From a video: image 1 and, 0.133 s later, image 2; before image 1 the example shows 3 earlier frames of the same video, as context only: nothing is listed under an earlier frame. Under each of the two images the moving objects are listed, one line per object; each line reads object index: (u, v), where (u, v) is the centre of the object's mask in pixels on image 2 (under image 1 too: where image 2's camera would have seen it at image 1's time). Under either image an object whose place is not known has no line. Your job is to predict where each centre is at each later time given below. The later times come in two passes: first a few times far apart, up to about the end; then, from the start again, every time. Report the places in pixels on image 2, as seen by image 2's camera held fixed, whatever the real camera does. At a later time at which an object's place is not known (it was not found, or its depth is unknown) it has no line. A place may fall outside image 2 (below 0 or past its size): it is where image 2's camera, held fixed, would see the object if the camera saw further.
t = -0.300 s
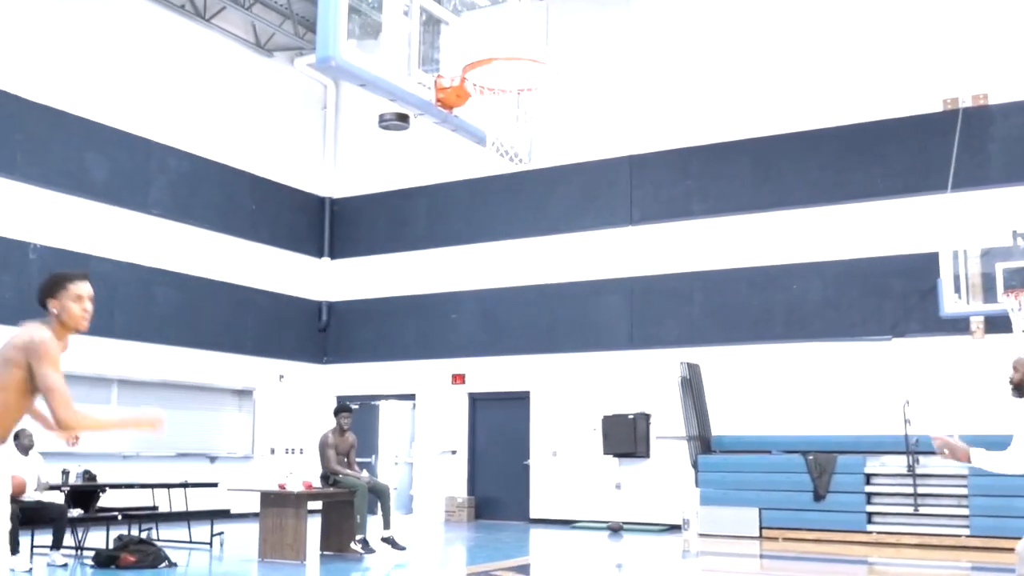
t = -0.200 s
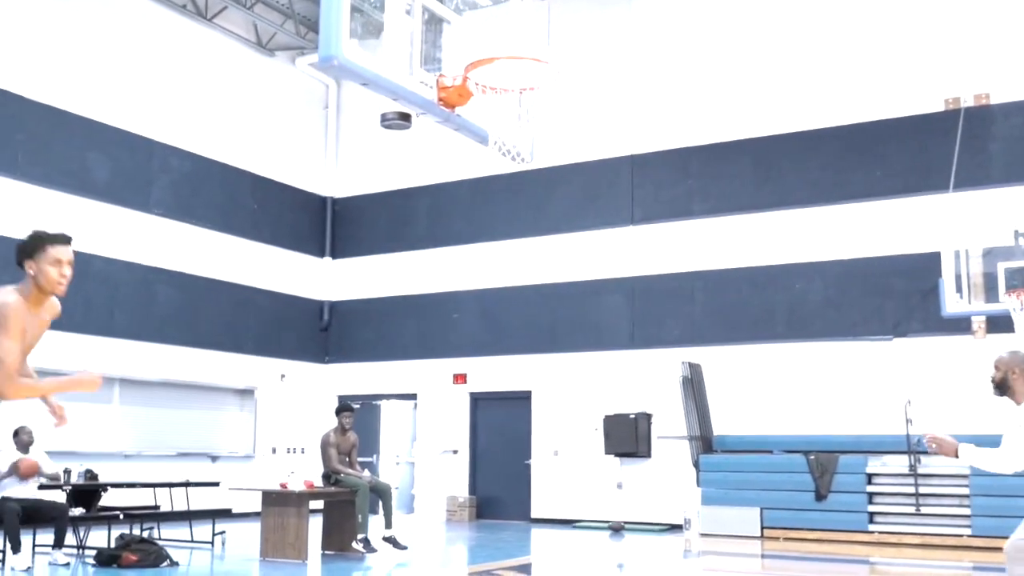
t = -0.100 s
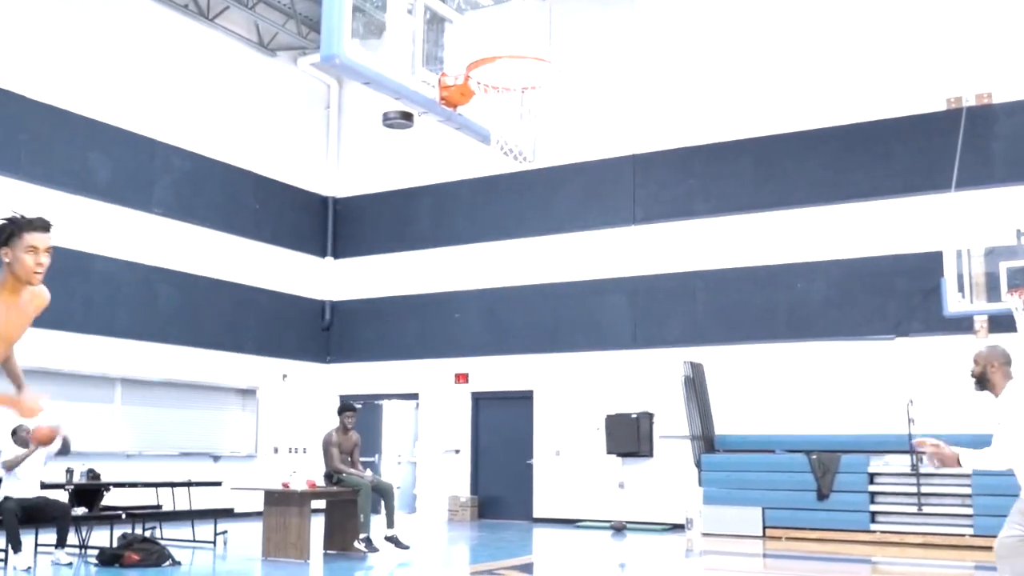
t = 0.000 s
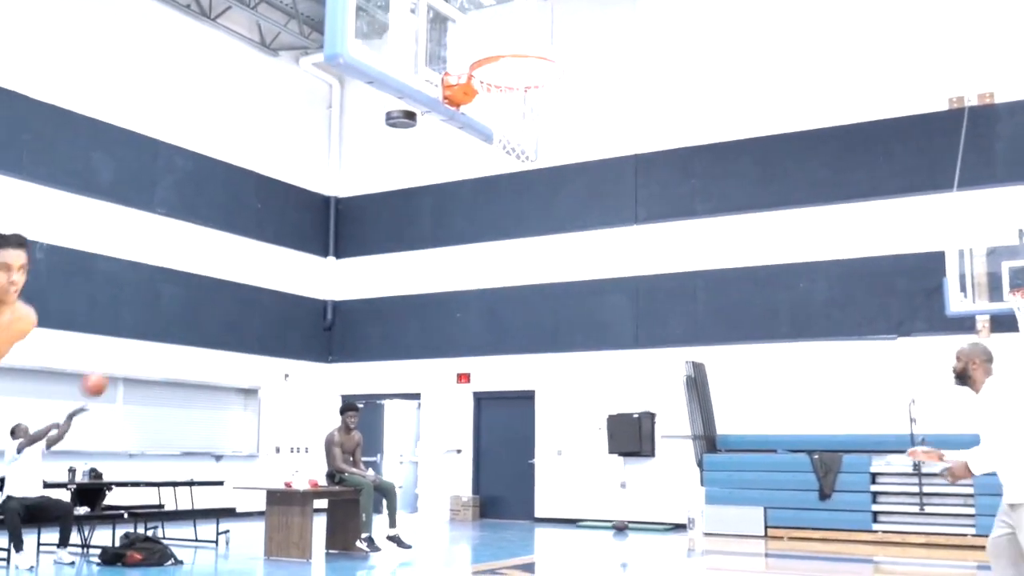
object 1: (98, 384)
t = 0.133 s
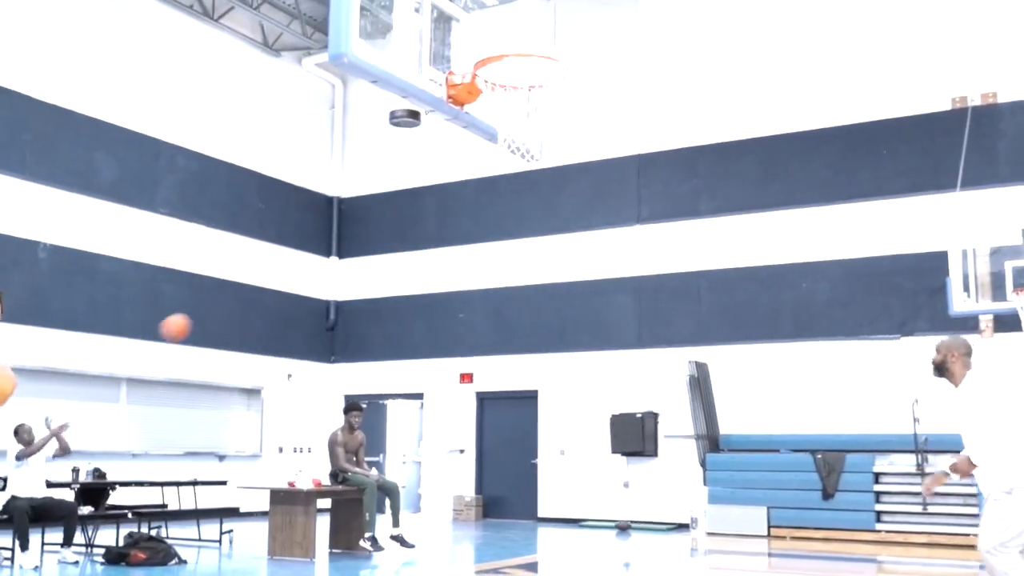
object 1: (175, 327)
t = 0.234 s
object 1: (237, 295)
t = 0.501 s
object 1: (424, 252)
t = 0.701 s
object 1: (591, 284)
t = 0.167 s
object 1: (195, 314)
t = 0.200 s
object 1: (216, 305)
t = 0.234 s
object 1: (237, 295)
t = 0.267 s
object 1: (257, 289)
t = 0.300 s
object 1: (280, 280)
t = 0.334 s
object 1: (303, 273)
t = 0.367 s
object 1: (327, 264)
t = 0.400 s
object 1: (350, 259)
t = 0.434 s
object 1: (373, 256)
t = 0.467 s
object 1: (398, 253)
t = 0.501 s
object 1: (424, 252)
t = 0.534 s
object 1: (449, 253)
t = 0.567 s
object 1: (476, 256)
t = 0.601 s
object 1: (503, 262)
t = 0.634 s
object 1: (532, 267)
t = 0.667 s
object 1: (560, 274)
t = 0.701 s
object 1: (591, 284)
